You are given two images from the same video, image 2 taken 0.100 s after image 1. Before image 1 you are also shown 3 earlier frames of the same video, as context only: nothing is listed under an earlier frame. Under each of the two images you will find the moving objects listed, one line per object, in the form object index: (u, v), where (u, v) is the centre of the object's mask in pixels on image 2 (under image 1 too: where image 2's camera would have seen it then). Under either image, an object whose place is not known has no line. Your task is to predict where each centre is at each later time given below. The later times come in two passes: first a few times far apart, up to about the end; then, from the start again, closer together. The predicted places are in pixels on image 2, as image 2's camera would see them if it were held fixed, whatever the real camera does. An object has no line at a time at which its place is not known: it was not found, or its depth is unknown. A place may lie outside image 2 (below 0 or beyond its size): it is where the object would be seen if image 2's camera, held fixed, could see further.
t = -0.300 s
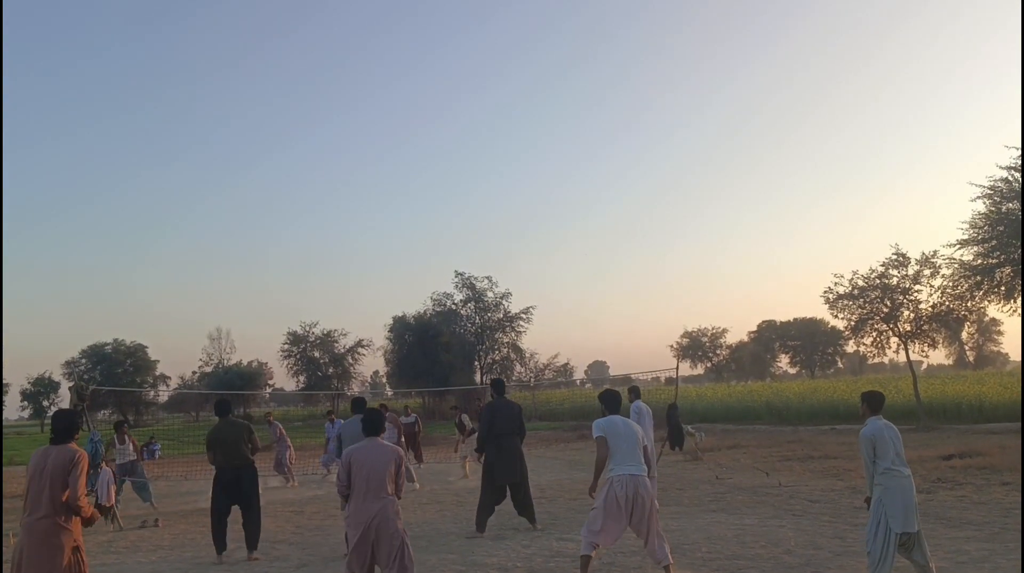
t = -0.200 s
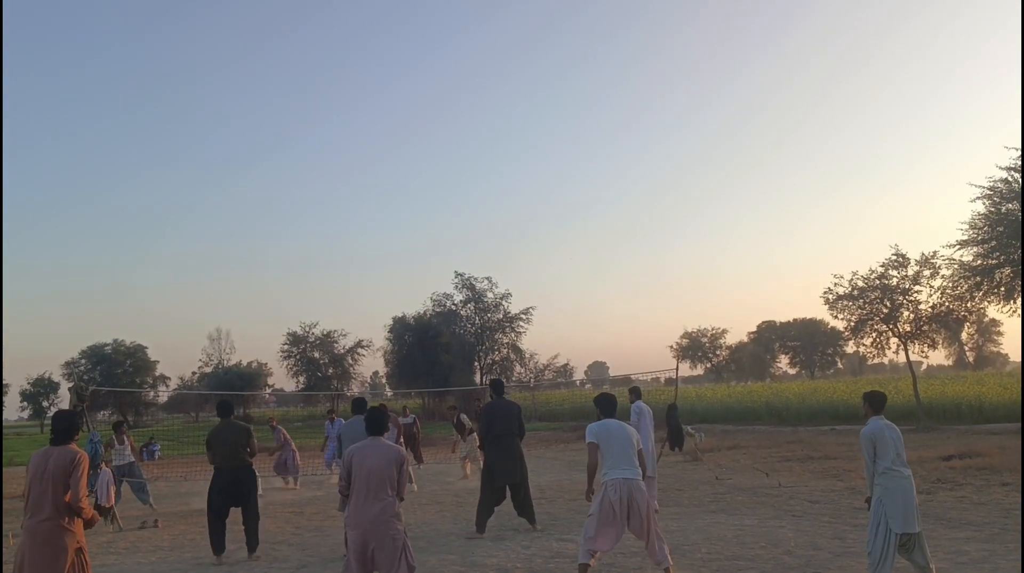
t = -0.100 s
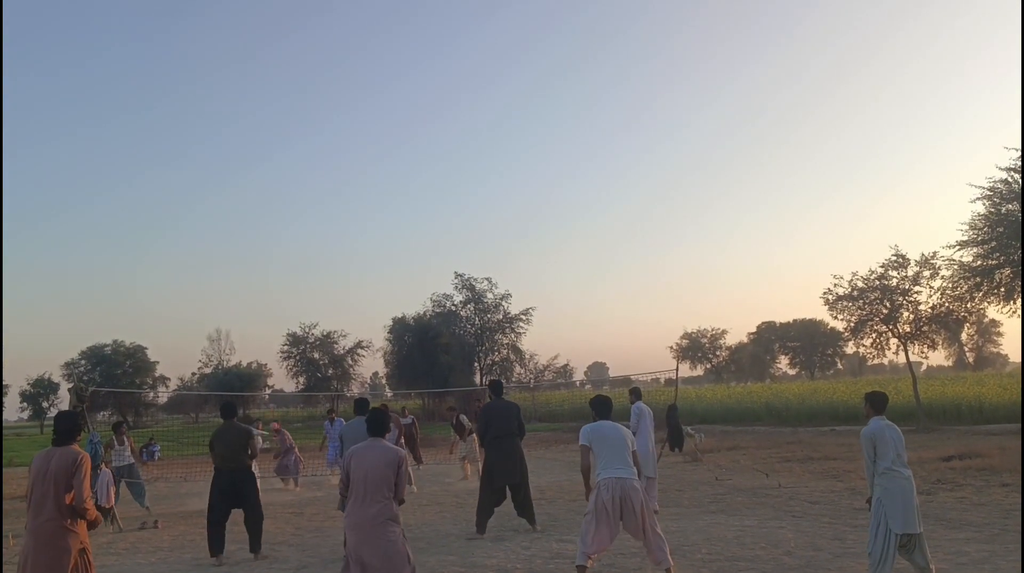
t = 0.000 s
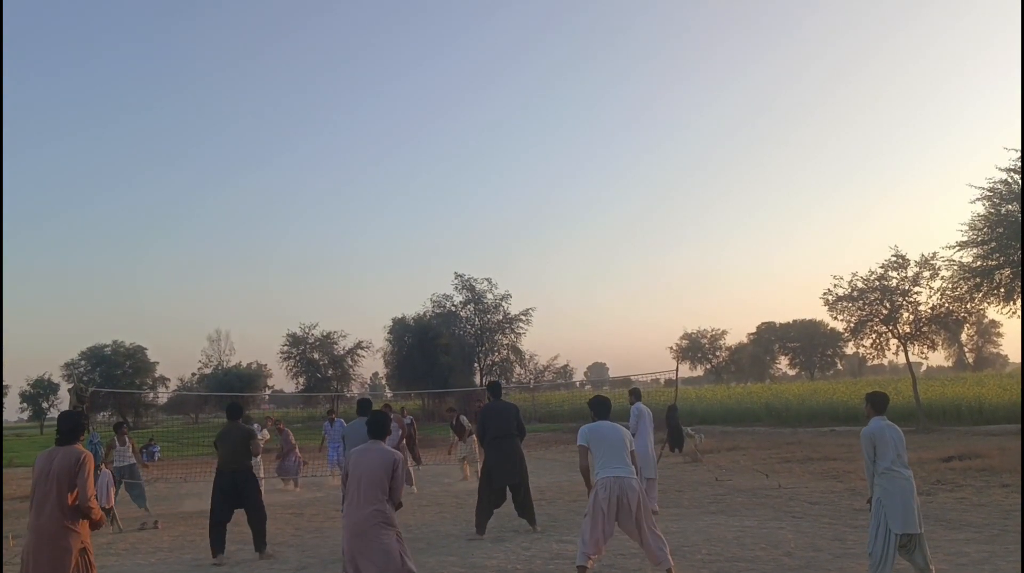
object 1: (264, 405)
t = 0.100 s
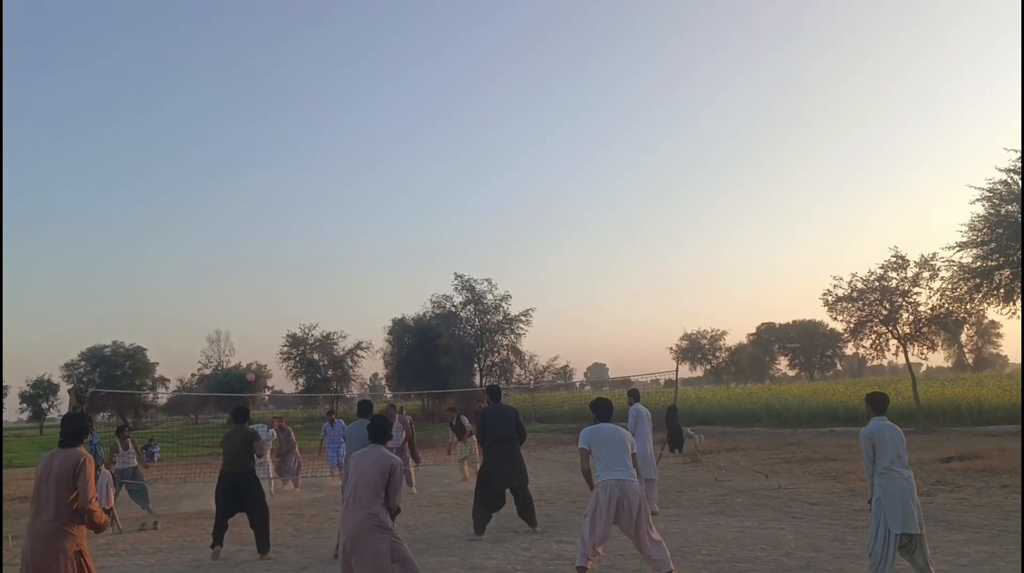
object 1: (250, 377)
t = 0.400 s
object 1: (203, 306)
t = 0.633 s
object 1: (158, 283)
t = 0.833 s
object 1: (112, 297)
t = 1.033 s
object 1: (51, 364)
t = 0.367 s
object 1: (208, 312)
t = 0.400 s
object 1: (203, 306)
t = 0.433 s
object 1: (196, 301)
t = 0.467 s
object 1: (191, 296)
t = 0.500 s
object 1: (185, 292)
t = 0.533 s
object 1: (178, 288)
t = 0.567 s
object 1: (172, 286)
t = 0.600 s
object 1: (165, 284)
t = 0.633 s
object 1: (158, 283)
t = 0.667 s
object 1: (151, 282)
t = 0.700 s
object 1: (144, 283)
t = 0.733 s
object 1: (136, 285)
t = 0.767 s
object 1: (129, 287)
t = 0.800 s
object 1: (120, 291)
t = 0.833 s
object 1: (112, 297)
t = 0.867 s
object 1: (103, 304)
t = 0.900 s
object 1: (93, 312)
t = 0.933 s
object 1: (84, 322)
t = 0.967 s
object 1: (73, 334)
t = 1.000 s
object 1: (63, 348)
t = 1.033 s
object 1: (51, 364)
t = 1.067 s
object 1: (40, 383)
